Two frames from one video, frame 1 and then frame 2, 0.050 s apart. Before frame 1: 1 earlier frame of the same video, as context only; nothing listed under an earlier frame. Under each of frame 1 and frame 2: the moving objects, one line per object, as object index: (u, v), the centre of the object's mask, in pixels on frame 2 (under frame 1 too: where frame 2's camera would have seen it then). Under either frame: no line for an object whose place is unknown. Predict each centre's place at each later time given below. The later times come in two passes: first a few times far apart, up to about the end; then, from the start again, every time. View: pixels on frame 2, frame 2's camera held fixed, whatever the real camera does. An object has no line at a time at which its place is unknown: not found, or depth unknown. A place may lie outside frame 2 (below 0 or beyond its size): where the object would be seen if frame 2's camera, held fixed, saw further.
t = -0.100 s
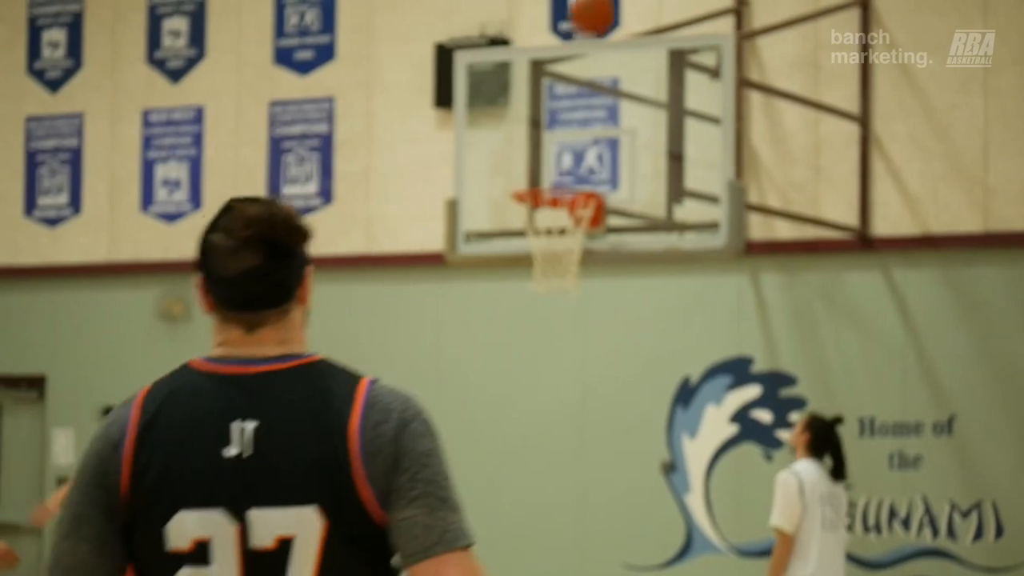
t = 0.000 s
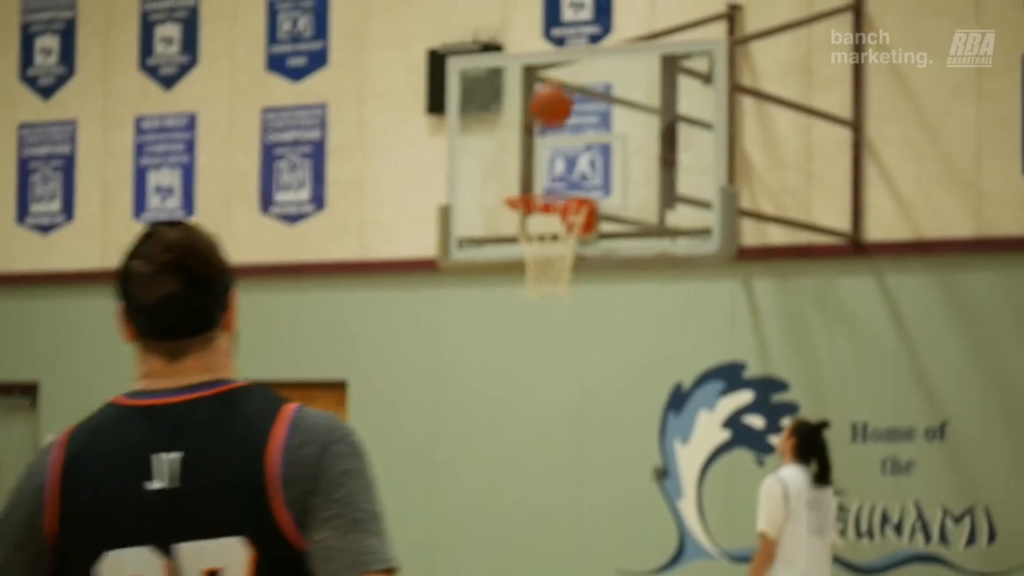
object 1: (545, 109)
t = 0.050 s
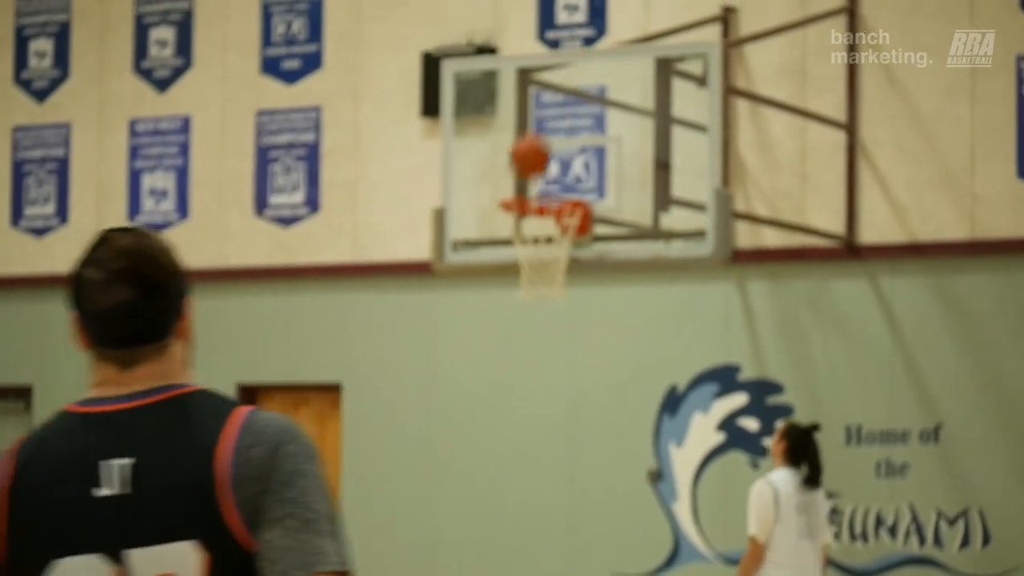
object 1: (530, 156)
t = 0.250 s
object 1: (571, 239)
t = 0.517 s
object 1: (546, 237)
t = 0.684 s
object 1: (521, 288)
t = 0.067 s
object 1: (524, 173)
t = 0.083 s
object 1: (519, 191)
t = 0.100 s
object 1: (522, 200)
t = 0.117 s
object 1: (528, 206)
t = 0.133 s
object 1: (534, 213)
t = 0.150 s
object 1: (544, 218)
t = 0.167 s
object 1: (550, 220)
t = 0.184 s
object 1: (556, 226)
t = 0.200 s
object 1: (567, 227)
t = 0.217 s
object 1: (569, 230)
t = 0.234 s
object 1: (570, 235)
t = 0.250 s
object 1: (571, 239)
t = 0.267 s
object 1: (571, 238)
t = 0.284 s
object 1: (571, 236)
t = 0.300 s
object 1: (572, 232)
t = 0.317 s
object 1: (571, 230)
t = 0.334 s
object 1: (570, 232)
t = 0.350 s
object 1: (569, 229)
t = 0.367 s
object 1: (568, 227)
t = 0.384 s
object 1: (563, 231)
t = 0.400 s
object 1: (561, 231)
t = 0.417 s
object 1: (559, 230)
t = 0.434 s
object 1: (558, 230)
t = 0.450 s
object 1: (556, 232)
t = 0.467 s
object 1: (553, 231)
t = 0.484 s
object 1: (550, 234)
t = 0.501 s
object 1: (548, 235)
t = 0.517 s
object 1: (546, 237)
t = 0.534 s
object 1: (543, 241)
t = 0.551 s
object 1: (540, 247)
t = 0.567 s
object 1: (538, 250)
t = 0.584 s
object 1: (536, 253)
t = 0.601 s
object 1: (533, 257)
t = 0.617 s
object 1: (531, 261)
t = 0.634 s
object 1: (528, 268)
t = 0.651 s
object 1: (525, 275)
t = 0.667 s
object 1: (523, 282)
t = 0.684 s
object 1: (521, 288)
